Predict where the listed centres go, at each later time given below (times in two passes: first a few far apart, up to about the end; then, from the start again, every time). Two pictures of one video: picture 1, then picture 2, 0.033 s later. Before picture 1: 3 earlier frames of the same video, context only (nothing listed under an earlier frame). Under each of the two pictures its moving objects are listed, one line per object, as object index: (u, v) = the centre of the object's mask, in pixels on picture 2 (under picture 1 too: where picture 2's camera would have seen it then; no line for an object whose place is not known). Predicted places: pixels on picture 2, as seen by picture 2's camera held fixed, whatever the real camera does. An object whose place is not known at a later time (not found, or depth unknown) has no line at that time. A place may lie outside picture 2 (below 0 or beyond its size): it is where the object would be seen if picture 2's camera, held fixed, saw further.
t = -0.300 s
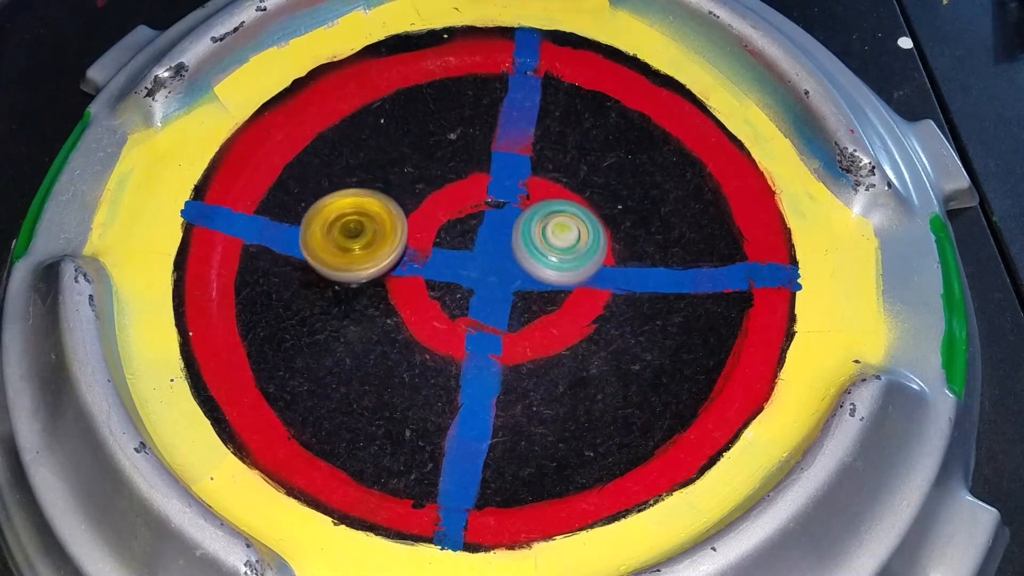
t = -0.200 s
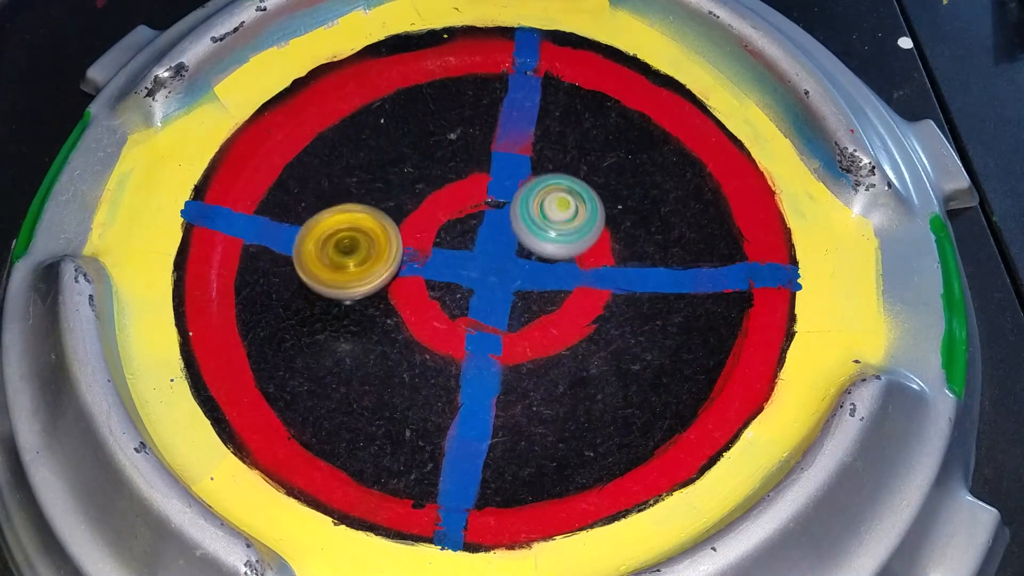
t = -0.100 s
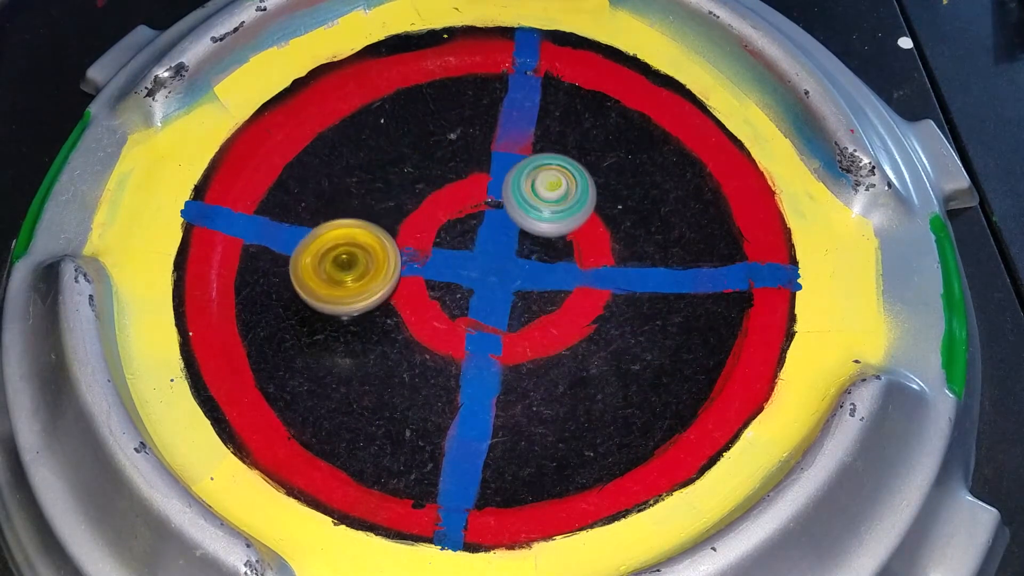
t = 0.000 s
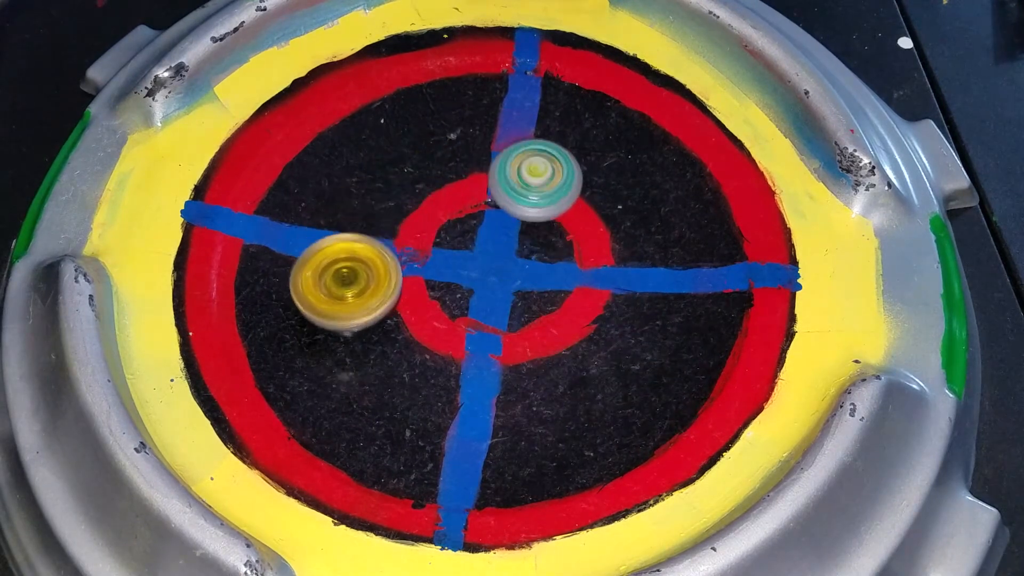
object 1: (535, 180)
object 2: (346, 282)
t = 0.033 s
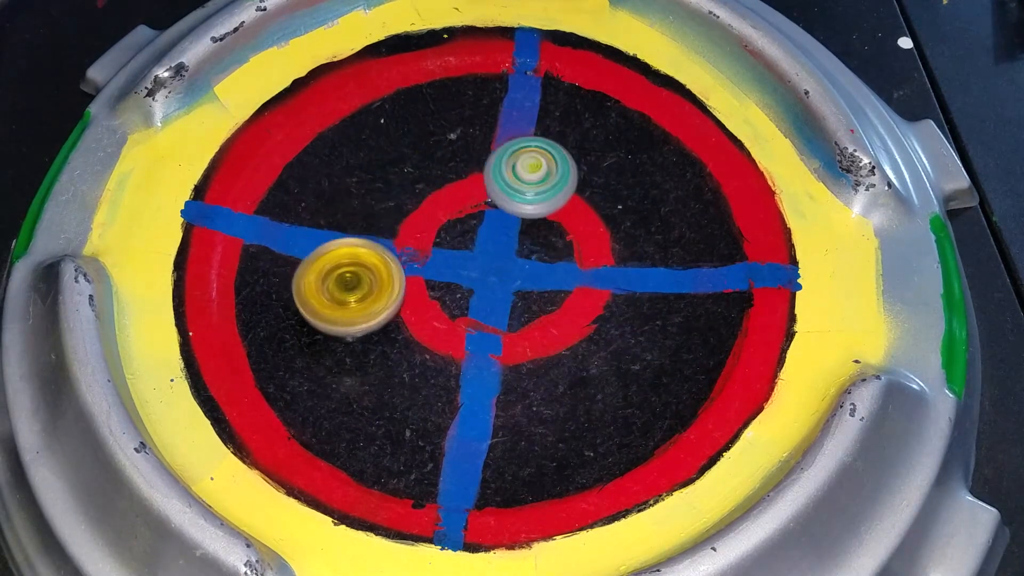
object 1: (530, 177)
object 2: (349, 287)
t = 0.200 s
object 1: (506, 172)
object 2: (360, 310)
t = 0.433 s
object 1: (459, 199)
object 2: (386, 329)
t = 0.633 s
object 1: (422, 240)
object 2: (421, 332)
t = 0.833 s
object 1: (401, 203)
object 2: (452, 367)
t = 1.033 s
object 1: (383, 204)
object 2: (486, 363)
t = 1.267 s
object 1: (397, 230)
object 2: (516, 351)
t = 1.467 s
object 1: (439, 264)
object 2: (532, 329)
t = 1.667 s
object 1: (420, 246)
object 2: (571, 324)
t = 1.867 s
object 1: (414, 261)
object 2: (582, 299)
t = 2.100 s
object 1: (421, 270)
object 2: (573, 269)
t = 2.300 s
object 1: (425, 283)
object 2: (556, 246)
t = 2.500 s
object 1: (445, 297)
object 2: (528, 231)
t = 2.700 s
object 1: (464, 301)
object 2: (505, 215)
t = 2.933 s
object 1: (477, 298)
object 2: (473, 202)
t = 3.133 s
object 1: (482, 302)
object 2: (448, 194)
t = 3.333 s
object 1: (491, 297)
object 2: (435, 195)
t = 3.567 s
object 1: (498, 284)
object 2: (432, 201)
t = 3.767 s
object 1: (510, 279)
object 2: (427, 215)
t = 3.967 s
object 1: (510, 277)
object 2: (423, 225)
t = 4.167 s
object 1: (510, 280)
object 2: (416, 233)
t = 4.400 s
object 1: (506, 276)
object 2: (409, 233)
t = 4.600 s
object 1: (507, 274)
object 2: (398, 234)
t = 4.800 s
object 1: (496, 276)
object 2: (385, 244)
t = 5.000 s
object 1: (479, 269)
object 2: (377, 247)
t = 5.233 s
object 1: (514, 263)
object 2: (352, 248)
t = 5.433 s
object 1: (504, 255)
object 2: (360, 257)
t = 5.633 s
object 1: (481, 251)
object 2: (381, 270)
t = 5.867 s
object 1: (495, 246)
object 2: (398, 286)
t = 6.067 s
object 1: (499, 254)
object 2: (413, 304)
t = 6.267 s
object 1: (498, 261)
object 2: (411, 324)
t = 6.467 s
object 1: (490, 253)
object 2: (410, 335)
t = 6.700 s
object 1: (474, 245)
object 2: (412, 331)
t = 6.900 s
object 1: (463, 242)
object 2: (421, 318)
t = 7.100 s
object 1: (477, 234)
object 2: (429, 309)
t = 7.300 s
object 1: (489, 237)
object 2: (434, 308)
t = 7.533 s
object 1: (487, 241)
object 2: (432, 312)
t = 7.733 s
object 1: (499, 240)
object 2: (435, 310)
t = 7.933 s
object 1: (492, 233)
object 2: (438, 302)
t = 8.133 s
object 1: (492, 228)
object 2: (433, 305)
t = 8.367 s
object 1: (476, 209)
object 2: (425, 311)
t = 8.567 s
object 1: (514, 176)
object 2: (417, 321)
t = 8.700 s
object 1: (521, 182)
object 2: (418, 319)
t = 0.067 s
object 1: (526, 175)
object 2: (352, 292)
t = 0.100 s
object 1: (521, 174)
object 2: (354, 298)
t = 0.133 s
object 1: (517, 173)
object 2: (356, 302)
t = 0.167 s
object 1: (512, 171)
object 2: (358, 306)
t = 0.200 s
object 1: (506, 172)
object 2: (360, 310)
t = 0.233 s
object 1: (500, 173)
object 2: (363, 314)
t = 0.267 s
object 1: (493, 176)
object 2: (365, 317)
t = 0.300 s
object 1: (487, 178)
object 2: (369, 320)
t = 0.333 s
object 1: (481, 182)
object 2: (373, 322)
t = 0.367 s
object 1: (473, 187)
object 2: (377, 325)
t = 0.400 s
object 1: (465, 194)
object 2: (382, 327)
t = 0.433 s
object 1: (459, 199)
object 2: (386, 329)
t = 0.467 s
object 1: (452, 206)
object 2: (391, 330)
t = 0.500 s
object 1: (445, 213)
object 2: (397, 331)
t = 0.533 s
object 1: (438, 220)
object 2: (403, 332)
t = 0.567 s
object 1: (432, 227)
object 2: (409, 332)
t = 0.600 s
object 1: (427, 234)
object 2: (415, 332)
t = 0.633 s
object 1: (422, 240)
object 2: (421, 332)
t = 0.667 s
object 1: (420, 246)
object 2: (426, 332)
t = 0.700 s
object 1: (418, 235)
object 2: (431, 348)
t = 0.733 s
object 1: (417, 219)
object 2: (436, 362)
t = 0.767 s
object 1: (412, 209)
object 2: (440, 367)
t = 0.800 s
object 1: (406, 205)
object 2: (445, 367)
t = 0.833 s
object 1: (401, 203)
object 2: (452, 367)
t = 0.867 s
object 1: (395, 202)
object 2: (458, 366)
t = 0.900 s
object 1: (390, 201)
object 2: (464, 365)
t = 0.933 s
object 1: (387, 201)
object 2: (470, 365)
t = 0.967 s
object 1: (383, 201)
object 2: (476, 364)
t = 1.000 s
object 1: (382, 202)
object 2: (481, 363)
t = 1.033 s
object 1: (383, 204)
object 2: (486, 363)
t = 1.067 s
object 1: (384, 206)
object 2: (491, 362)
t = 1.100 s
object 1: (382, 210)
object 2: (496, 361)
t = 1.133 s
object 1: (384, 213)
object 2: (501, 359)
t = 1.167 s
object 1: (386, 217)
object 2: (505, 357)
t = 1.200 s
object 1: (389, 222)
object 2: (509, 356)
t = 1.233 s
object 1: (393, 227)
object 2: (513, 354)
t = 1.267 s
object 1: (397, 230)
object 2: (516, 351)
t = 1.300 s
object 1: (402, 235)
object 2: (520, 348)
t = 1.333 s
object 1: (408, 241)
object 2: (523, 344)
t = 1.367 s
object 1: (418, 246)
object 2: (525, 341)
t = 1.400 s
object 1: (427, 250)
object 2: (528, 337)
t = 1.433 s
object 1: (433, 257)
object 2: (530, 333)
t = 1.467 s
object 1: (439, 264)
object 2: (532, 329)
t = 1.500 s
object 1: (444, 268)
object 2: (533, 324)
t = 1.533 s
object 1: (449, 273)
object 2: (536, 321)
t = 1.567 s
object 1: (437, 262)
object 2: (553, 327)
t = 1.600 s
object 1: (426, 252)
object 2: (564, 330)
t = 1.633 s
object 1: (420, 247)
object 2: (568, 328)
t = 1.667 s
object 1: (420, 246)
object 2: (571, 324)
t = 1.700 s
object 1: (421, 248)
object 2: (574, 320)
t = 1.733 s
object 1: (419, 253)
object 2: (577, 316)
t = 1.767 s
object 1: (418, 255)
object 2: (579, 312)
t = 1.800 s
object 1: (416, 257)
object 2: (581, 308)
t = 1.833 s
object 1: (415, 259)
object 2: (581, 303)
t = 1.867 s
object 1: (414, 261)
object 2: (582, 299)
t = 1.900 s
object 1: (416, 264)
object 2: (582, 295)
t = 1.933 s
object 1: (419, 269)
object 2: (581, 291)
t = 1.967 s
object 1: (421, 272)
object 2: (580, 286)
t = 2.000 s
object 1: (425, 274)
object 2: (579, 282)
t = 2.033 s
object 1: (424, 274)
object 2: (578, 278)
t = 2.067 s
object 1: (422, 273)
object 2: (576, 273)
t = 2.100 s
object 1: (421, 270)
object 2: (573, 269)
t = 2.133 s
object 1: (422, 271)
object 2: (570, 264)
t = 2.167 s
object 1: (422, 273)
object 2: (568, 260)
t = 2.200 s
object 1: (421, 273)
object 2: (565, 256)
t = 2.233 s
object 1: (421, 277)
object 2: (563, 253)
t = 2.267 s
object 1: (423, 281)
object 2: (560, 250)
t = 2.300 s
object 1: (425, 283)
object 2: (556, 246)
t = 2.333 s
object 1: (427, 287)
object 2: (552, 242)
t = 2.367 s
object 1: (430, 291)
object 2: (548, 239)
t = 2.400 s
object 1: (434, 293)
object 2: (545, 235)
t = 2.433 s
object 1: (437, 296)
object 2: (540, 232)
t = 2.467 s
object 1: (441, 296)
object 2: (535, 231)
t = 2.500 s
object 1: (445, 297)
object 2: (528, 231)
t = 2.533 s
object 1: (450, 299)
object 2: (522, 229)
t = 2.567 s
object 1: (454, 300)
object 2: (518, 226)
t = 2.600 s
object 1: (454, 302)
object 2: (517, 221)
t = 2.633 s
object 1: (457, 301)
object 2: (515, 219)
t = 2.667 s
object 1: (459, 300)
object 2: (510, 217)
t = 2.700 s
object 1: (464, 301)
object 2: (505, 215)
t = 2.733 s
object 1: (468, 304)
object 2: (500, 213)
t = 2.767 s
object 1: (469, 304)
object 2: (495, 210)
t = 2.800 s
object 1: (469, 300)
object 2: (490, 208)
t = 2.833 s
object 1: (470, 298)
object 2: (485, 206)
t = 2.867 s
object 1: (472, 298)
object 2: (481, 203)
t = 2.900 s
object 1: (476, 298)
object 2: (477, 203)
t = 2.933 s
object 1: (477, 298)
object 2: (473, 202)
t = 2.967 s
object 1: (479, 296)
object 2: (468, 203)
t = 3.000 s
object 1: (479, 293)
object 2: (462, 203)
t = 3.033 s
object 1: (479, 293)
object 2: (458, 202)
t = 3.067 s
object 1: (478, 296)
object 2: (455, 199)
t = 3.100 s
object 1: (479, 301)
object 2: (452, 195)
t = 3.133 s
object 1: (482, 302)
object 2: (448, 194)
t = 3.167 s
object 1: (484, 304)
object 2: (444, 192)
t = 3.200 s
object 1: (487, 304)
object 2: (440, 191)
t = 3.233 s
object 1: (489, 304)
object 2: (437, 191)
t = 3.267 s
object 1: (492, 303)
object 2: (435, 191)
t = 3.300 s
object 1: (492, 300)
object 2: (433, 192)
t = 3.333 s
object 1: (491, 297)
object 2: (435, 195)
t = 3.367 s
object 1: (489, 294)
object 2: (435, 197)
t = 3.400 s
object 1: (489, 291)
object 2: (434, 199)
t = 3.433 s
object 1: (489, 287)
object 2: (431, 200)
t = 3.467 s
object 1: (489, 283)
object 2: (430, 202)
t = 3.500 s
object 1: (493, 284)
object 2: (429, 202)
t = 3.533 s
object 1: (496, 287)
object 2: (430, 201)
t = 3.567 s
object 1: (498, 284)
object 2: (432, 201)
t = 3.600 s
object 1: (498, 279)
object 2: (434, 204)
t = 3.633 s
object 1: (502, 279)
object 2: (433, 206)
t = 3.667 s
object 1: (504, 278)
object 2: (432, 209)
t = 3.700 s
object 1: (505, 277)
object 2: (431, 211)
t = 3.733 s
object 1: (508, 279)
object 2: (428, 212)
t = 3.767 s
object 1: (510, 279)
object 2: (427, 215)
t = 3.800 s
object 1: (513, 277)
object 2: (426, 219)
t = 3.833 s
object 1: (512, 276)
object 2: (426, 221)
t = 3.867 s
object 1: (512, 277)
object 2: (424, 222)
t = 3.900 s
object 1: (511, 277)
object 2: (423, 222)
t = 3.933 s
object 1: (511, 277)
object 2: (424, 223)
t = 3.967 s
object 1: (510, 277)
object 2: (423, 225)
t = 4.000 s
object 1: (514, 279)
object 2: (420, 223)
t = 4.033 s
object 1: (516, 281)
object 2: (419, 222)
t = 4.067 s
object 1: (517, 282)
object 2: (419, 225)
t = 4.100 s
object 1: (515, 282)
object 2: (419, 228)
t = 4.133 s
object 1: (514, 281)
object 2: (417, 231)
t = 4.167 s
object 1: (510, 280)
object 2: (416, 233)
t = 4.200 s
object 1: (508, 279)
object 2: (414, 235)
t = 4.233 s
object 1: (511, 281)
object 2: (410, 234)
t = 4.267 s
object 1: (511, 281)
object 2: (408, 235)
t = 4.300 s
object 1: (508, 280)
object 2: (409, 234)
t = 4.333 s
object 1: (507, 279)
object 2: (409, 234)
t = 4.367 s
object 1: (505, 277)
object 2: (409, 235)
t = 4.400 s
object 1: (506, 276)
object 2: (409, 233)
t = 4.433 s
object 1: (505, 276)
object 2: (409, 234)
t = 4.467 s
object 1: (510, 276)
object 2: (407, 233)
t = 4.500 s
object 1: (516, 278)
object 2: (402, 232)
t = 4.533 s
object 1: (514, 277)
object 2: (399, 232)
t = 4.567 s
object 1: (509, 275)
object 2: (397, 233)
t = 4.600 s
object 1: (507, 274)
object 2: (398, 234)
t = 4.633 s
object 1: (504, 275)
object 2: (398, 236)
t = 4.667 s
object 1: (501, 274)
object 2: (399, 239)
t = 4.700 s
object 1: (498, 274)
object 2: (399, 242)
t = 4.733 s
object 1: (498, 276)
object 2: (393, 243)
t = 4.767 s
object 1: (500, 276)
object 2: (388, 243)
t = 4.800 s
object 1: (496, 276)
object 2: (385, 244)
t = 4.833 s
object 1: (494, 275)
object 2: (383, 244)
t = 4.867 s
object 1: (491, 275)
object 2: (380, 244)
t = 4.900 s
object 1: (487, 273)
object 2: (379, 245)
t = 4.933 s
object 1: (484, 271)
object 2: (378, 246)
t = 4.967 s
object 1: (482, 270)
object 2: (377, 246)
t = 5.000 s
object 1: (479, 269)
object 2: (377, 247)
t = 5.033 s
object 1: (488, 269)
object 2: (367, 244)
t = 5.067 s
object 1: (501, 271)
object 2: (358, 242)
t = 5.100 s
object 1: (507, 271)
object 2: (356, 242)
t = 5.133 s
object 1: (509, 269)
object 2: (354, 243)
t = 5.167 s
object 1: (510, 267)
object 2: (353, 245)
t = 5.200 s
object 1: (511, 264)
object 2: (352, 246)
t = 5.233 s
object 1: (514, 263)
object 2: (352, 248)
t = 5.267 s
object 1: (513, 262)
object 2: (352, 249)
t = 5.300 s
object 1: (512, 259)
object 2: (354, 251)
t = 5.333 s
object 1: (512, 258)
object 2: (355, 252)
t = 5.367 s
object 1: (510, 258)
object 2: (355, 253)
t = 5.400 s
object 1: (508, 256)
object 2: (357, 255)
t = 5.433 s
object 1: (504, 255)
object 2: (360, 257)
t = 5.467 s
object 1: (500, 254)
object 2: (363, 259)
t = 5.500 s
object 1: (496, 254)
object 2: (366, 261)
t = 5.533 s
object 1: (492, 253)
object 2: (370, 263)
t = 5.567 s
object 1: (489, 252)
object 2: (374, 265)
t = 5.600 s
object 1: (484, 253)
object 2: (378, 268)
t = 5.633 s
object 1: (481, 251)
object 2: (381, 270)
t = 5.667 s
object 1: (482, 250)
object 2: (384, 272)
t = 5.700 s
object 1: (483, 250)
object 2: (386, 275)
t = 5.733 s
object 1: (488, 249)
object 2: (386, 277)
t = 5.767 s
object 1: (489, 248)
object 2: (390, 280)
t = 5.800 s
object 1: (489, 247)
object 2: (392, 282)
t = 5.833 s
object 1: (492, 246)
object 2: (395, 284)
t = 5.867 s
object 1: (495, 246)
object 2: (398, 286)
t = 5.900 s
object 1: (496, 248)
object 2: (402, 288)
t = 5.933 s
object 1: (496, 249)
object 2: (405, 292)
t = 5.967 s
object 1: (496, 248)
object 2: (407, 295)
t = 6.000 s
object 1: (497, 251)
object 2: (411, 298)
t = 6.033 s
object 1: (499, 253)
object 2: (411, 301)
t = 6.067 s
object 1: (499, 254)
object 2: (413, 304)
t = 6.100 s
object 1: (499, 257)
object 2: (415, 306)
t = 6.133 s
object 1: (498, 259)
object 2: (415, 311)
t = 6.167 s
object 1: (497, 260)
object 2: (415, 314)
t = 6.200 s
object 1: (495, 261)
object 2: (416, 317)
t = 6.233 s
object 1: (496, 261)
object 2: (412, 321)
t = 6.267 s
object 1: (498, 261)
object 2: (411, 324)
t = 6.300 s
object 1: (497, 262)
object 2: (410, 327)
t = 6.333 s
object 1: (496, 259)
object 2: (410, 329)
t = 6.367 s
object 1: (497, 257)
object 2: (411, 332)
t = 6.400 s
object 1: (496, 257)
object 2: (410, 333)
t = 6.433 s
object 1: (492, 255)
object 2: (410, 335)
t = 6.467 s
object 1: (490, 253)
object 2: (410, 335)
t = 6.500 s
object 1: (488, 252)
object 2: (410, 336)
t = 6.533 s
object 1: (485, 250)
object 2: (411, 336)
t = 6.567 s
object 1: (484, 249)
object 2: (411, 335)
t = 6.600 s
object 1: (481, 248)
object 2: (410, 334)
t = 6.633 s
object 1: (478, 247)
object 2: (411, 334)
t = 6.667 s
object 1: (476, 246)
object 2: (411, 332)
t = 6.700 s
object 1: (474, 245)
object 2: (412, 331)
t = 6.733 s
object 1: (472, 244)
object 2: (413, 329)
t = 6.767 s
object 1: (469, 244)
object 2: (414, 327)
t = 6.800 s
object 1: (465, 244)
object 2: (416, 324)
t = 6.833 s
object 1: (464, 243)
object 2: (418, 322)
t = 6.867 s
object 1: (464, 244)
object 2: (420, 319)
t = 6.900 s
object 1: (463, 242)
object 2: (421, 318)
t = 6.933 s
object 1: (465, 239)
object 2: (421, 317)
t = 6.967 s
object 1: (467, 239)
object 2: (423, 315)
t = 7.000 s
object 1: (468, 237)
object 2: (424, 313)
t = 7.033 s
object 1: (469, 235)
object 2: (424, 313)
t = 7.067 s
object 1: (474, 234)
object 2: (426, 310)
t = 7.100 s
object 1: (477, 234)
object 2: (429, 309)
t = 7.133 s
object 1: (478, 235)
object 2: (430, 307)
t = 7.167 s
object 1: (480, 234)
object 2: (432, 305)
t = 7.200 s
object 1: (483, 232)
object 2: (431, 308)
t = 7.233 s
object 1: (485, 231)
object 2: (432, 309)
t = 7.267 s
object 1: (488, 233)
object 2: (433, 308)
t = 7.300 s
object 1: (489, 237)
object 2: (434, 308)
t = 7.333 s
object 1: (487, 238)
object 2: (433, 309)
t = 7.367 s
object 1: (489, 235)
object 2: (428, 313)
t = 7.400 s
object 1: (494, 235)
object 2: (428, 314)
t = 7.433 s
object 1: (496, 239)
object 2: (430, 315)
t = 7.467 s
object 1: (494, 241)
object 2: (431, 315)
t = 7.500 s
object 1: (490, 242)
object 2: (431, 314)
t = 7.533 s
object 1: (487, 241)
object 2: (432, 312)
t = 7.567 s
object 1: (485, 240)
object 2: (433, 311)
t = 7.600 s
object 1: (484, 239)
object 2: (435, 311)
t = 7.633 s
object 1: (487, 240)
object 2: (435, 310)
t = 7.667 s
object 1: (489, 241)
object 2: (435, 310)
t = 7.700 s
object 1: (496, 239)
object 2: (434, 310)
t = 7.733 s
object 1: (499, 240)
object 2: (435, 310)
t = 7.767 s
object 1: (500, 239)
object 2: (435, 309)
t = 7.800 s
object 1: (498, 239)
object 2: (436, 308)
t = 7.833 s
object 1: (496, 238)
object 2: (437, 306)
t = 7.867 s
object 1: (494, 237)
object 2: (439, 304)
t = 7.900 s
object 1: (493, 234)
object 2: (440, 301)
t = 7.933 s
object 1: (492, 233)
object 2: (438, 302)
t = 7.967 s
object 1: (494, 232)
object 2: (437, 302)
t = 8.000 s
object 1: (493, 233)
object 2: (437, 302)
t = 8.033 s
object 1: (492, 233)
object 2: (437, 303)
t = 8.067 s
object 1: (493, 231)
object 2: (434, 306)
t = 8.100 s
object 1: (493, 230)
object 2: (433, 306)
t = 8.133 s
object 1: (492, 228)
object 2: (433, 305)
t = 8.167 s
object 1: (491, 228)
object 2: (433, 305)
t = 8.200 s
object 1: (488, 228)
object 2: (434, 304)
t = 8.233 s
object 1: (485, 228)
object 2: (434, 303)
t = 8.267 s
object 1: (480, 228)
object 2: (435, 302)
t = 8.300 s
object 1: (475, 228)
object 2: (437, 301)
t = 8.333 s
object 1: (470, 228)
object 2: (436, 301)
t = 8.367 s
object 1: (476, 209)
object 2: (425, 311)
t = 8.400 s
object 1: (486, 193)
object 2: (419, 318)
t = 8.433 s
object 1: (495, 184)
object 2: (417, 319)
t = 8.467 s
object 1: (502, 180)
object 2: (417, 320)
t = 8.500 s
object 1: (507, 177)
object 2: (416, 321)
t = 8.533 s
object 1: (511, 176)
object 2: (417, 321)
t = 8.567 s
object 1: (514, 176)
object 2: (417, 321)
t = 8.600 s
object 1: (517, 177)
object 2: (417, 321)
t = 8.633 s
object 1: (519, 177)
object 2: (417, 320)
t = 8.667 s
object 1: (520, 179)
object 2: (417, 320)
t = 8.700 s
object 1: (521, 182)
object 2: (418, 319)
